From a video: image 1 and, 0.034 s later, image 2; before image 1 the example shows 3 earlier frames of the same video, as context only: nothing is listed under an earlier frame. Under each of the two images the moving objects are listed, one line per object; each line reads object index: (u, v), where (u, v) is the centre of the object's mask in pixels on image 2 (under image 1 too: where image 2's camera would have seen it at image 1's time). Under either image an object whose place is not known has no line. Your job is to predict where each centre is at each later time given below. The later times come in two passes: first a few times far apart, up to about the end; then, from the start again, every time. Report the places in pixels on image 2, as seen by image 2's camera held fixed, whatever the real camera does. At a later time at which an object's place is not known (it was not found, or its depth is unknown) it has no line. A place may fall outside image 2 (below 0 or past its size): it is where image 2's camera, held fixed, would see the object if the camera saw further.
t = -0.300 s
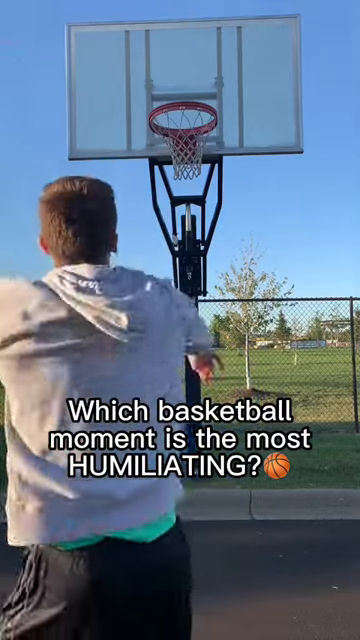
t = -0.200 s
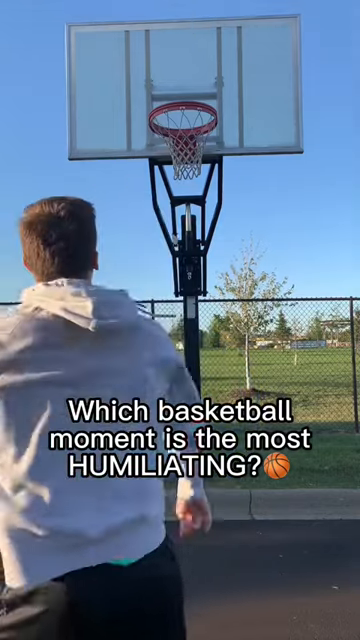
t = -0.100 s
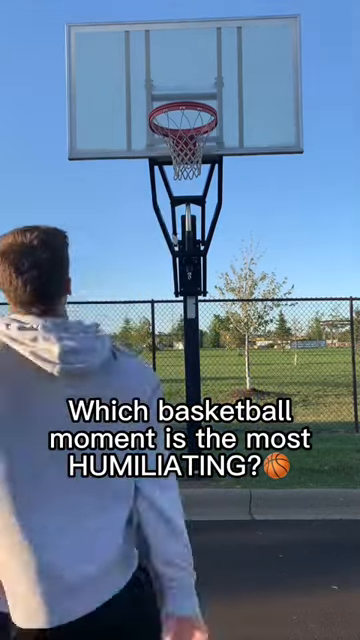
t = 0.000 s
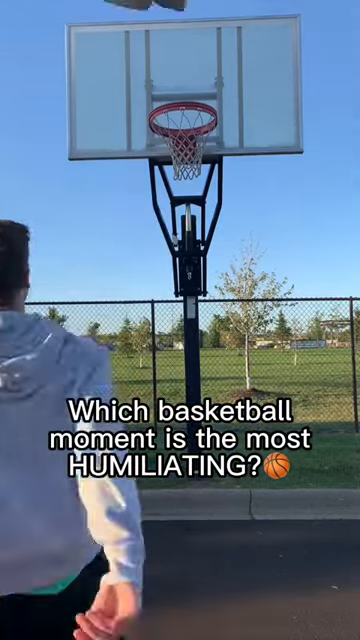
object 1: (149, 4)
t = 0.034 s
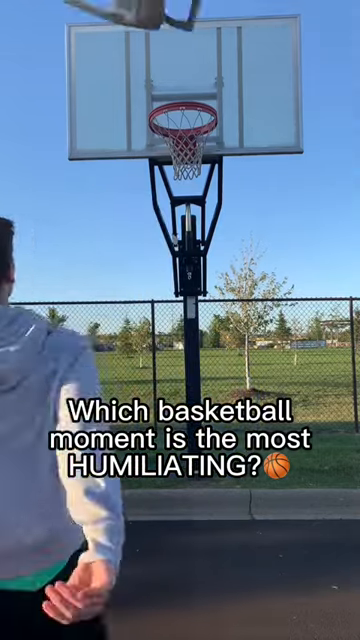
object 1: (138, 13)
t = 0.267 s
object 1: (196, 101)
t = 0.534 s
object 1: (231, 138)
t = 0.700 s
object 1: (261, 212)
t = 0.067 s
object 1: (152, 25)
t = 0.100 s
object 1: (176, 32)
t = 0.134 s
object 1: (180, 53)
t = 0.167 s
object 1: (186, 73)
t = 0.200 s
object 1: (188, 94)
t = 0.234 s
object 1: (191, 95)
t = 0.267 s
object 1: (196, 101)
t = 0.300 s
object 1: (195, 101)
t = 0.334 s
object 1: (202, 108)
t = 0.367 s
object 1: (202, 115)
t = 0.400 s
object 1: (204, 116)
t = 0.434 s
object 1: (205, 115)
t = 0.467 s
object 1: (210, 117)
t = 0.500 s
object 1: (221, 124)
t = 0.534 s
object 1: (231, 138)
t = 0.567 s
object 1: (240, 156)
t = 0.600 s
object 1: (240, 170)
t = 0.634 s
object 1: (240, 183)
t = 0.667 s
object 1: (251, 189)
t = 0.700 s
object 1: (261, 212)
